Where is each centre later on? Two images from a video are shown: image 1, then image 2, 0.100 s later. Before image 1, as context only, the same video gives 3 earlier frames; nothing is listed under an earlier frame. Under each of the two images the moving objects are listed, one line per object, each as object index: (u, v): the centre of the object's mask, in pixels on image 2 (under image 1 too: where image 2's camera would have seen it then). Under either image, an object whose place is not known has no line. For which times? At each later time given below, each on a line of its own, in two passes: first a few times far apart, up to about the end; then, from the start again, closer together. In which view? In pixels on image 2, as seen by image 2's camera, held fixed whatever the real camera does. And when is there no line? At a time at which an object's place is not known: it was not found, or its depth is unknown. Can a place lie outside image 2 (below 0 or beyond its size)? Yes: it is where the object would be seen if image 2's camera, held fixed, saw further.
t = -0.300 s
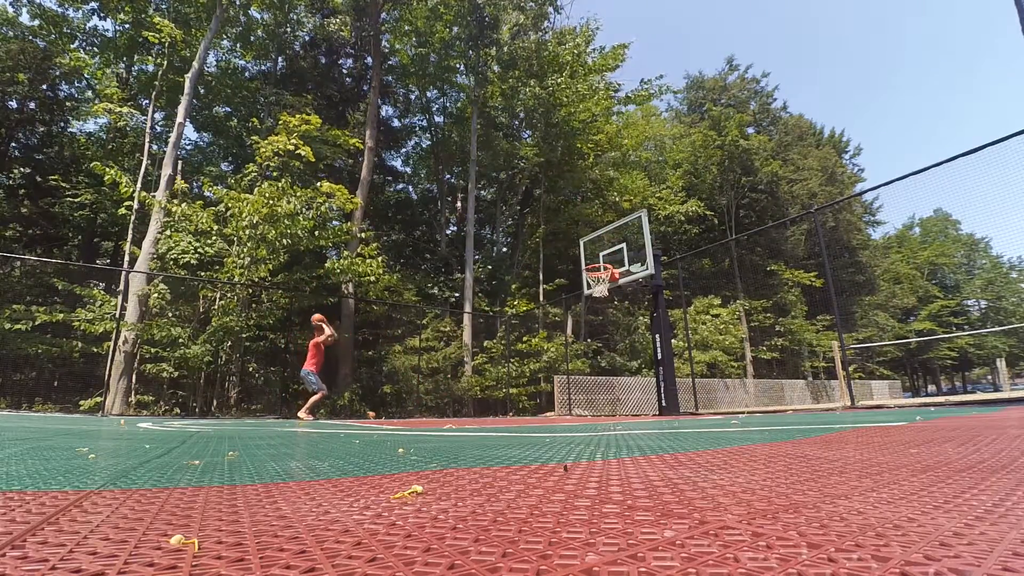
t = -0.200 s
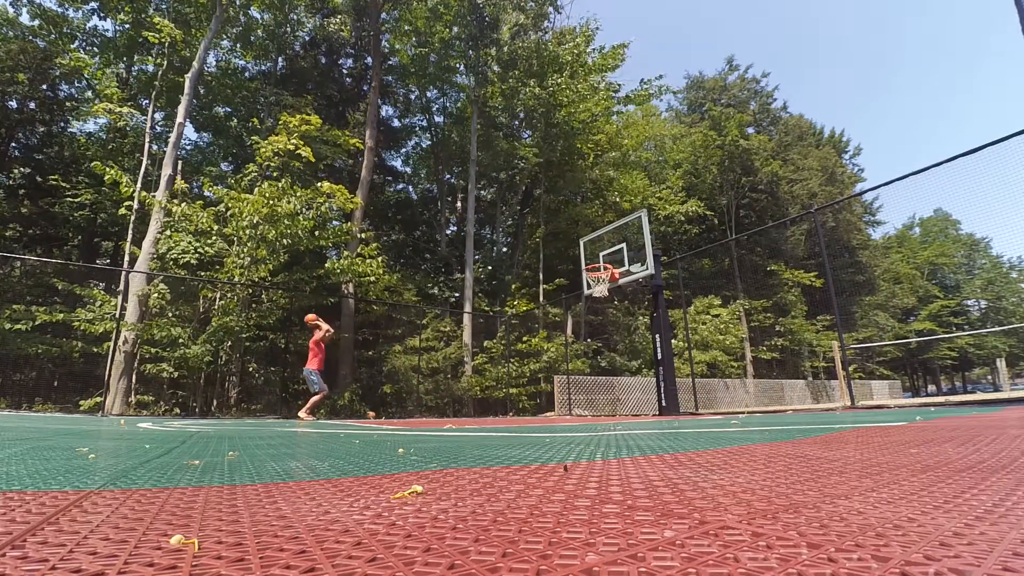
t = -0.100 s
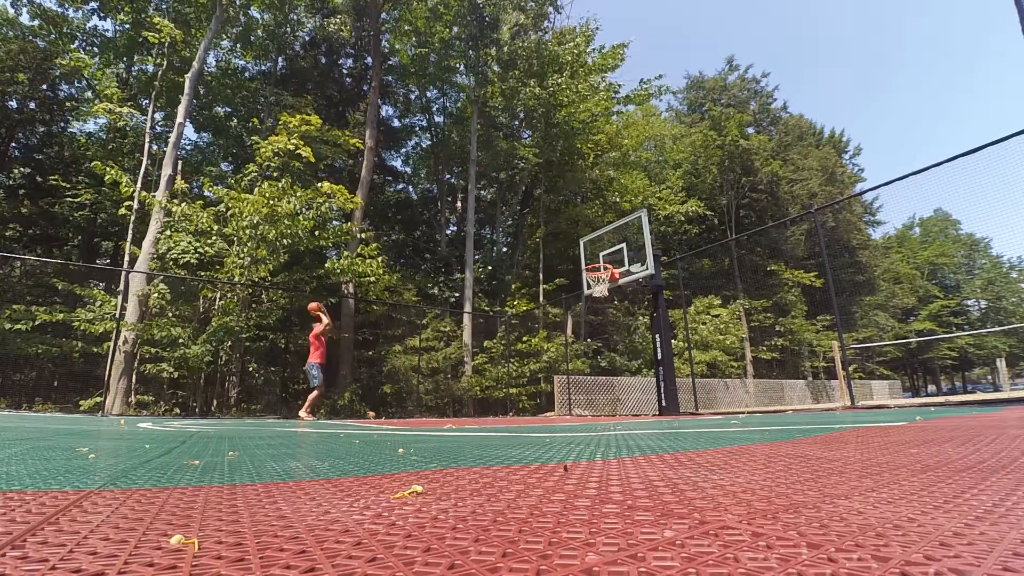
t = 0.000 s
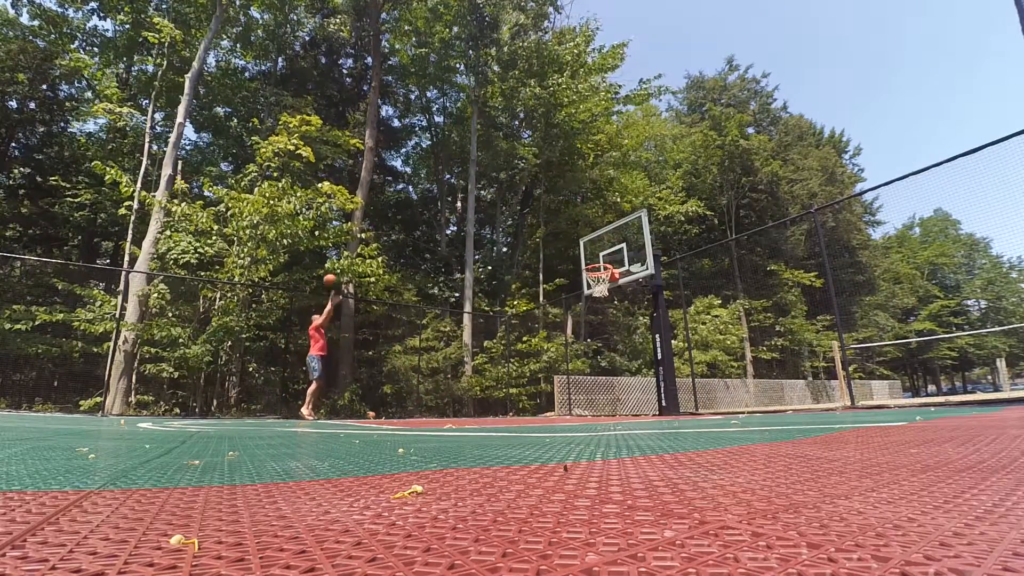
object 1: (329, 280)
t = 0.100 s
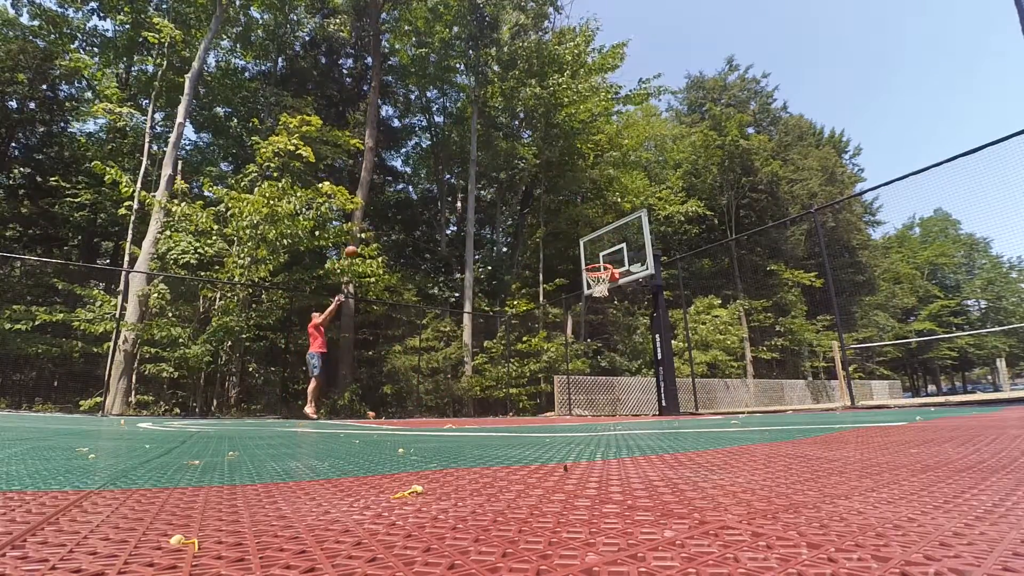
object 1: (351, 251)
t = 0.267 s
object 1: (385, 215)
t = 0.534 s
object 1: (438, 181)
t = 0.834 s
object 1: (502, 183)
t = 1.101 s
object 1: (568, 226)
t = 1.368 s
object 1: (648, 323)
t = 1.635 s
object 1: (710, 354)
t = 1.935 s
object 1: (730, 256)
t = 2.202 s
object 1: (756, 221)
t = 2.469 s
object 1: (791, 229)
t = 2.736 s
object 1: (805, 269)
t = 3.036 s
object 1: (797, 359)
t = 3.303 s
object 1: (778, 351)
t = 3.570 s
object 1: (756, 308)
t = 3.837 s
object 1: (742, 315)
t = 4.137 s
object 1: (736, 385)
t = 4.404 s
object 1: (720, 357)
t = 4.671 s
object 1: (708, 340)
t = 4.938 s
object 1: (700, 374)
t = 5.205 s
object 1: (690, 378)
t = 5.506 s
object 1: (681, 365)
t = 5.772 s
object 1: (678, 407)
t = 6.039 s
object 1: (667, 377)
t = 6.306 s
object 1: (661, 398)
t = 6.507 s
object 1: (654, 392)
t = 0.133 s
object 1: (358, 243)
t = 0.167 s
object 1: (364, 236)
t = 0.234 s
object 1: (378, 222)
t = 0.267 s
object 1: (385, 215)
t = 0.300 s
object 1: (391, 208)
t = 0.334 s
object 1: (398, 205)
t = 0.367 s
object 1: (405, 199)
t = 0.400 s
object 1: (412, 194)
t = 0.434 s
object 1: (418, 190)
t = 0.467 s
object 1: (424, 185)
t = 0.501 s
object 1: (431, 184)
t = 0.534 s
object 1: (438, 181)
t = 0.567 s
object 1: (445, 179)
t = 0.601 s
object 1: (451, 178)
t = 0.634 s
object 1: (458, 177)
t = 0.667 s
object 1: (466, 177)
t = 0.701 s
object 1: (473, 177)
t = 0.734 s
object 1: (480, 177)
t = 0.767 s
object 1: (487, 179)
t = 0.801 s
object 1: (494, 181)
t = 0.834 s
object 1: (502, 183)
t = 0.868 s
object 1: (510, 187)
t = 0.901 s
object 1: (517, 190)
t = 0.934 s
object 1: (526, 195)
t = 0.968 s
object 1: (534, 199)
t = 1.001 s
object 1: (541, 205)
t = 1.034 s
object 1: (549, 211)
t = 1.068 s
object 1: (559, 218)
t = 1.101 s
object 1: (568, 226)
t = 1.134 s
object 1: (576, 235)
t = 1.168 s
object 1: (585, 244)
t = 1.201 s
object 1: (595, 254)
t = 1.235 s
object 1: (605, 266)
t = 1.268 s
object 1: (615, 278)
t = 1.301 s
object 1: (626, 292)
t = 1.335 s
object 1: (637, 306)
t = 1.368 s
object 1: (648, 323)
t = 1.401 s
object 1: (660, 339)
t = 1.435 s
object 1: (672, 356)
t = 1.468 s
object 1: (683, 376)
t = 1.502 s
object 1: (696, 398)
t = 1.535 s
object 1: (704, 401)
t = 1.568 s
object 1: (706, 384)
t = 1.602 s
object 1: (708, 369)
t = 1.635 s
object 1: (710, 354)
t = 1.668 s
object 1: (712, 338)
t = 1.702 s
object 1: (714, 326)
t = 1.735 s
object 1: (716, 314)
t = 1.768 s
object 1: (718, 302)
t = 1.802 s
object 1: (721, 292)
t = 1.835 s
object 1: (723, 282)
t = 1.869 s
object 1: (726, 272)
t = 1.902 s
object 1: (728, 264)
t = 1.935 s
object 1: (730, 256)
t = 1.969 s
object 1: (733, 249)
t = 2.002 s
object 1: (735, 243)
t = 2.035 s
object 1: (739, 239)
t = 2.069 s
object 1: (741, 235)
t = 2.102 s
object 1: (745, 229)
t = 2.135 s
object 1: (749, 226)
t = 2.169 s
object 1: (753, 223)
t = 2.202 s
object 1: (756, 221)
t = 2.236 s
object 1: (760, 220)
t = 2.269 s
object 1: (764, 219)
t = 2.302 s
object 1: (768, 220)
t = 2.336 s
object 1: (772, 220)
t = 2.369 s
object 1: (776, 221)
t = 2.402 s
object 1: (781, 223)
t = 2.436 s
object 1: (786, 225)
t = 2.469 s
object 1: (791, 229)
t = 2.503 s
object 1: (796, 233)
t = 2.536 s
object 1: (801, 238)
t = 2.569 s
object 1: (807, 245)
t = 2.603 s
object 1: (812, 251)
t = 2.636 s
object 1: (810, 255)
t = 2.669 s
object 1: (808, 259)
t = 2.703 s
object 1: (807, 263)
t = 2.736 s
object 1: (805, 269)
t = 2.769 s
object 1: (803, 276)
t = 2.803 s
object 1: (802, 284)
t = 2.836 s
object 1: (801, 293)
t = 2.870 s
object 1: (801, 300)
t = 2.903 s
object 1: (800, 310)
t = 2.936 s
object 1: (799, 321)
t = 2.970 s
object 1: (798, 333)
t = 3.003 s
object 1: (797, 346)
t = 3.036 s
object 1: (797, 359)
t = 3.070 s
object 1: (796, 374)
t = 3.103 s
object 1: (796, 389)
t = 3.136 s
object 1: (796, 404)
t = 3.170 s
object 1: (792, 393)
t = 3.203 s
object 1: (788, 381)
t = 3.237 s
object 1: (785, 369)
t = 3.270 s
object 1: (781, 359)
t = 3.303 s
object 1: (778, 351)
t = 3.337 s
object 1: (775, 343)
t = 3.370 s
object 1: (771, 334)
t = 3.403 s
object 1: (768, 329)
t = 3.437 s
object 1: (766, 323)
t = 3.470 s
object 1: (762, 318)
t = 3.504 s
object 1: (760, 314)
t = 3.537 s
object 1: (758, 311)
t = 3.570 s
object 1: (756, 308)
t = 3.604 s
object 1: (754, 306)
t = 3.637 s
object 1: (751, 305)
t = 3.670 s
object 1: (750, 305)
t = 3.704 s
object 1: (748, 306)
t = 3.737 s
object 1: (747, 308)
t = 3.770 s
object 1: (746, 309)
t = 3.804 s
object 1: (743, 312)
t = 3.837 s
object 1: (742, 315)
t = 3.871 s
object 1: (741, 320)
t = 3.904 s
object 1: (740, 325)
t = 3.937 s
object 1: (739, 331)
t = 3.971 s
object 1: (738, 337)
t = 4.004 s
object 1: (737, 345)
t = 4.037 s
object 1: (737, 354)
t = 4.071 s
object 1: (736, 364)
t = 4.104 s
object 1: (736, 374)
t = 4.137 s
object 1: (736, 385)
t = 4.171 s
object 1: (736, 398)
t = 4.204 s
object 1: (735, 405)
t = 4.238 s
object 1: (733, 395)
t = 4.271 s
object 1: (730, 385)
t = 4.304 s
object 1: (727, 377)
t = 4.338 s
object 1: (725, 369)
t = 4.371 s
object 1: (722, 363)
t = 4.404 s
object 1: (720, 357)
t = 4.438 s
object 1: (718, 353)
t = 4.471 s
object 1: (716, 349)
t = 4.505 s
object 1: (714, 345)
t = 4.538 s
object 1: (712, 342)
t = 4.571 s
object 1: (711, 341)
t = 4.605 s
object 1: (709, 340)
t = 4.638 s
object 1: (709, 340)
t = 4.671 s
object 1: (708, 340)
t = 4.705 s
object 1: (707, 341)
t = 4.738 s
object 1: (704, 343)
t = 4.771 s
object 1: (703, 346)
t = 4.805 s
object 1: (702, 350)
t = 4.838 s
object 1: (701, 355)
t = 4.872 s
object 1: (701, 360)
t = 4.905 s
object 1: (700, 367)
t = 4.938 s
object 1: (700, 374)
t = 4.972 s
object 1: (699, 383)
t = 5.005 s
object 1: (699, 391)
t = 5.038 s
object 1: (699, 401)
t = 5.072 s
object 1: (698, 404)
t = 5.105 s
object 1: (696, 397)
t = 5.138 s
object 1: (694, 389)
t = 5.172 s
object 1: (692, 383)
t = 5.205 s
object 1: (690, 378)
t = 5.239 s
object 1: (689, 373)
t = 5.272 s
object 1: (688, 369)
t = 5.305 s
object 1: (686, 366)
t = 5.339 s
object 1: (685, 365)
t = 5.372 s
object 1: (684, 363)
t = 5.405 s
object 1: (684, 362)
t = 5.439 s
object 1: (683, 362)
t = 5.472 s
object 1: (682, 363)
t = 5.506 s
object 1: (681, 365)
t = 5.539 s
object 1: (680, 367)
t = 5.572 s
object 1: (680, 370)
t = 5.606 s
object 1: (679, 374)
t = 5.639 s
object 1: (679, 380)
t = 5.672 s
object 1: (678, 386)
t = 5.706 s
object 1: (678, 392)
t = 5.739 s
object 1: (678, 400)
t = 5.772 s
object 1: (678, 407)
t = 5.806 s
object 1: (676, 401)
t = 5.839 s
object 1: (675, 394)
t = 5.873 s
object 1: (673, 390)
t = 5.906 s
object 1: (672, 385)
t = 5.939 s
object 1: (671, 381)
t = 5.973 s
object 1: (669, 379)
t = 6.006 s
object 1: (668, 378)
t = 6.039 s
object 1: (667, 377)
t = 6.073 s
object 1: (666, 377)
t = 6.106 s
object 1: (665, 378)
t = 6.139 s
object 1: (665, 379)
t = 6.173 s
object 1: (663, 380)
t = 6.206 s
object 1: (662, 384)
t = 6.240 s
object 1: (662, 388)
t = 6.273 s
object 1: (661, 392)
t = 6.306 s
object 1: (661, 398)
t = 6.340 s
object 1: (660, 403)
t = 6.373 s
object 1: (659, 406)
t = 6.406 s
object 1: (658, 401)
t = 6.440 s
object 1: (656, 398)
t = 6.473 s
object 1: (656, 394)
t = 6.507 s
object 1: (654, 392)
